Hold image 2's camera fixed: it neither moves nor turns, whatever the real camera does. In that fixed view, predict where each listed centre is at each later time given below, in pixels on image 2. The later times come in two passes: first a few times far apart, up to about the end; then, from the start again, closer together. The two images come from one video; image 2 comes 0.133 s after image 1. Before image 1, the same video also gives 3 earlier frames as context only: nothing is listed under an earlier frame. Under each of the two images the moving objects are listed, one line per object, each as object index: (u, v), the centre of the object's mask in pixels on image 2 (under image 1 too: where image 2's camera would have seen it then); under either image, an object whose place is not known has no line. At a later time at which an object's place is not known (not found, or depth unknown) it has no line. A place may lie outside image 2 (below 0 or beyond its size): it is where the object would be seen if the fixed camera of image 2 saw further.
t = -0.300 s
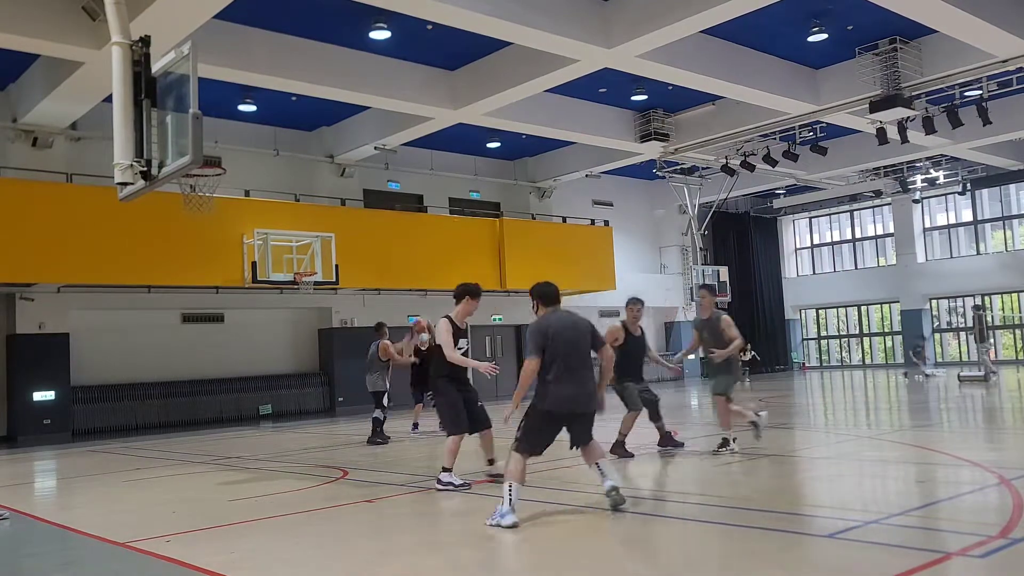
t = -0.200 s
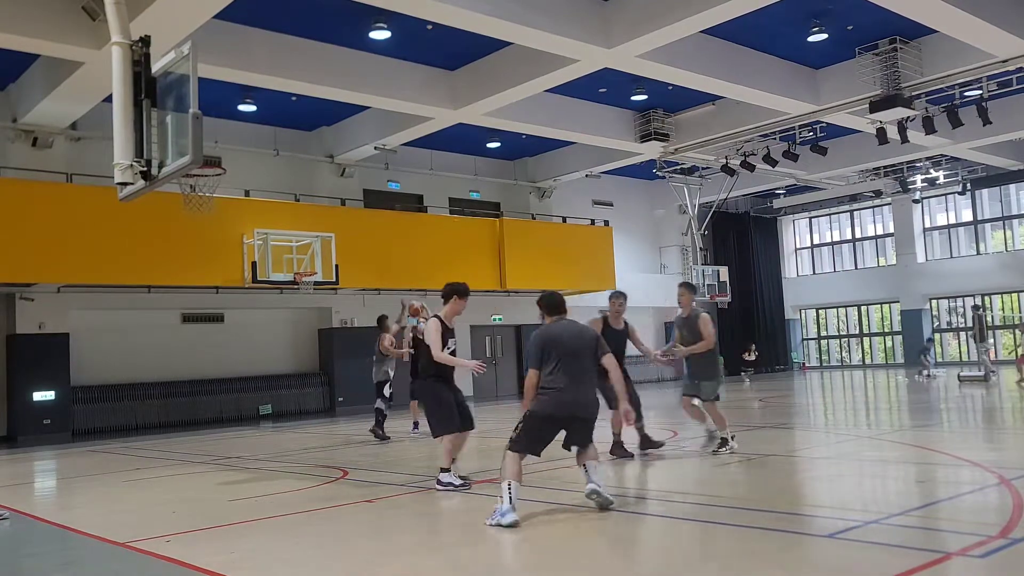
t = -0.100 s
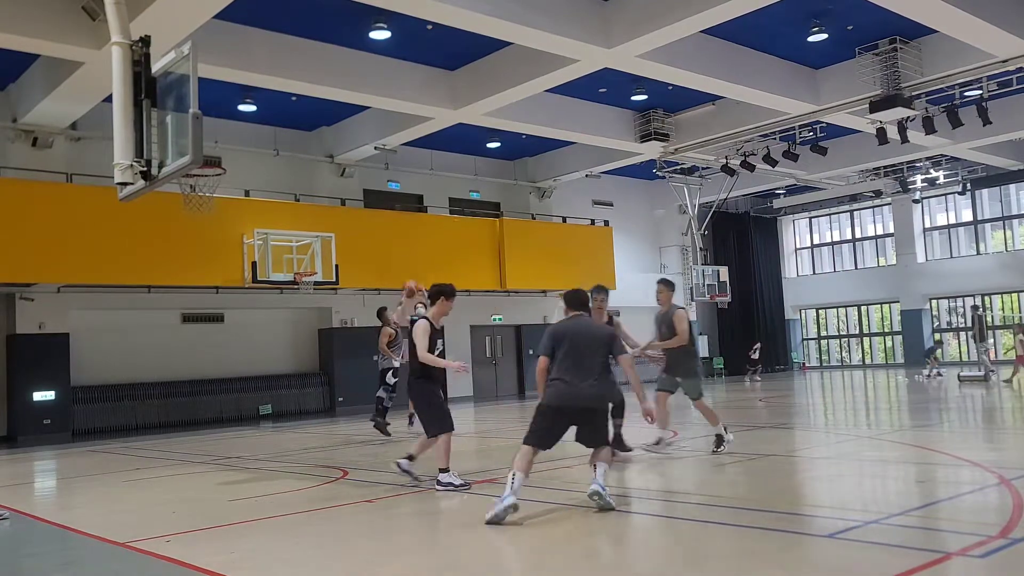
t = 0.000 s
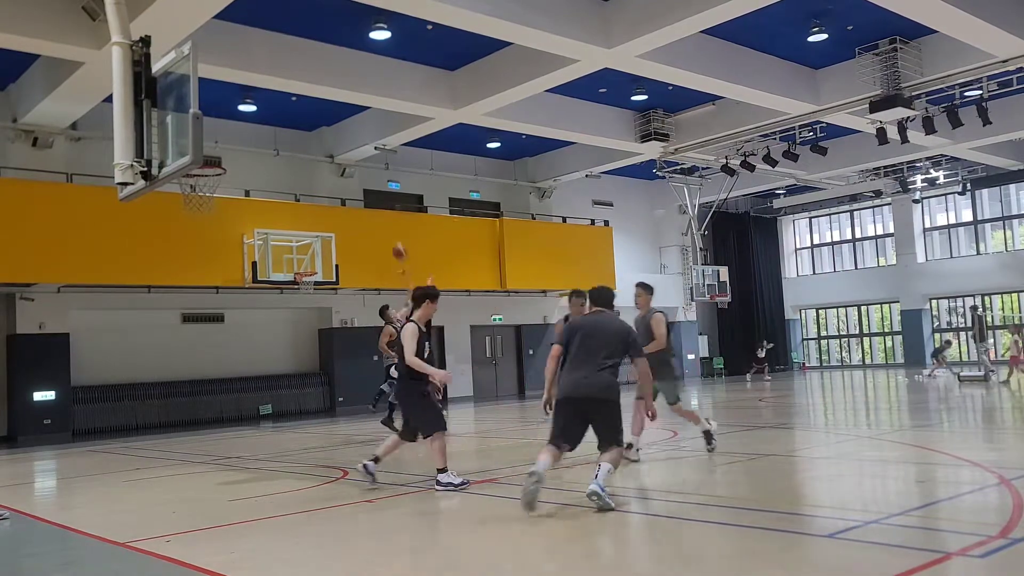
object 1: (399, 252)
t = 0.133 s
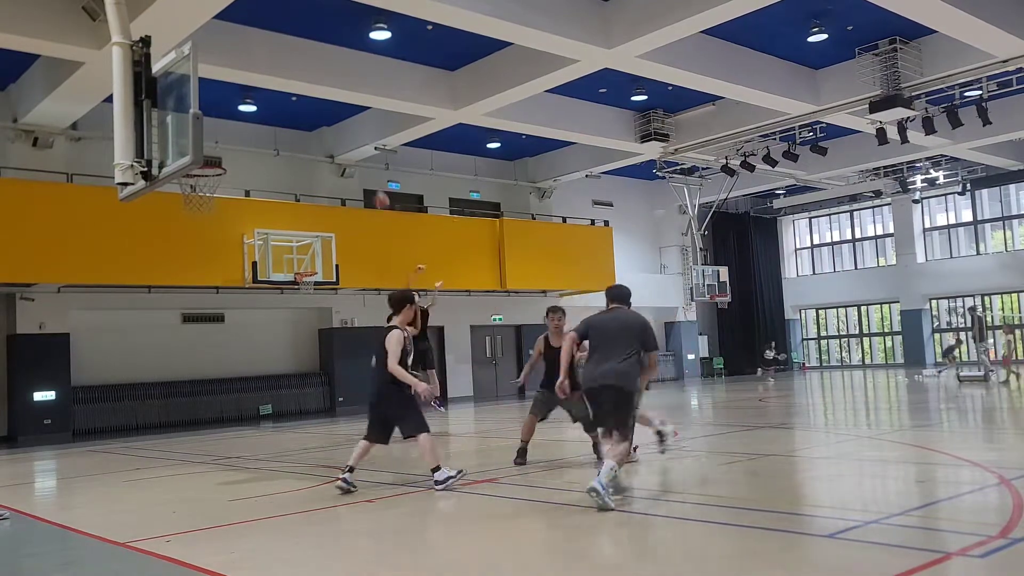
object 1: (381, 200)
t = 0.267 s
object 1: (359, 158)
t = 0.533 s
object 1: (317, 102)
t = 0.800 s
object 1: (267, 94)
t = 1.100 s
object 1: (208, 159)
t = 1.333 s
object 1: (180, 210)
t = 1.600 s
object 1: (174, 302)
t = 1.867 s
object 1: (167, 490)
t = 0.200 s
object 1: (370, 179)
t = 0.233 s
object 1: (365, 169)
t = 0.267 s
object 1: (359, 158)
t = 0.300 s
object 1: (355, 149)
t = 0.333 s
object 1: (349, 141)
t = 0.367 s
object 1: (343, 133)
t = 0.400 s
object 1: (339, 124)
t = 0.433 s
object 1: (333, 119)
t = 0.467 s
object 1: (328, 112)
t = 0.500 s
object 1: (323, 107)
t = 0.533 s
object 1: (317, 102)
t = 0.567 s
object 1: (311, 98)
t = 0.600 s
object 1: (305, 94)
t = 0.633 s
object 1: (299, 92)
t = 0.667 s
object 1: (293, 91)
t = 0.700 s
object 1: (287, 90)
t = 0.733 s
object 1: (280, 90)
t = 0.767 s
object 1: (274, 91)
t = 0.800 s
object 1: (267, 94)
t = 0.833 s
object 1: (260, 96)
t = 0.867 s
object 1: (254, 99)
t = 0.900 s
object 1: (247, 105)
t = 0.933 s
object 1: (240, 111)
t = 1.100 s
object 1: (208, 159)
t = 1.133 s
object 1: (196, 179)
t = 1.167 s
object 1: (187, 189)
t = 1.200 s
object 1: (184, 192)
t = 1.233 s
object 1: (182, 195)
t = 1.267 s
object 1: (181, 198)
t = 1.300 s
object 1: (180, 203)
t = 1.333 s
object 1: (180, 210)
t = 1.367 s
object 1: (179, 217)
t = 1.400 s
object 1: (178, 225)
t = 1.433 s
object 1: (177, 235)
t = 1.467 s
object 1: (175, 246)
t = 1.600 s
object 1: (174, 302)
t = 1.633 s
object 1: (174, 321)
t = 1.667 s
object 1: (171, 338)
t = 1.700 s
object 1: (170, 360)
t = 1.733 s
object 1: (170, 385)
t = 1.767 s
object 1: (170, 408)
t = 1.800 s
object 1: (169, 430)
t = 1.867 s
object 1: (167, 490)
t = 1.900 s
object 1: (171, 472)
